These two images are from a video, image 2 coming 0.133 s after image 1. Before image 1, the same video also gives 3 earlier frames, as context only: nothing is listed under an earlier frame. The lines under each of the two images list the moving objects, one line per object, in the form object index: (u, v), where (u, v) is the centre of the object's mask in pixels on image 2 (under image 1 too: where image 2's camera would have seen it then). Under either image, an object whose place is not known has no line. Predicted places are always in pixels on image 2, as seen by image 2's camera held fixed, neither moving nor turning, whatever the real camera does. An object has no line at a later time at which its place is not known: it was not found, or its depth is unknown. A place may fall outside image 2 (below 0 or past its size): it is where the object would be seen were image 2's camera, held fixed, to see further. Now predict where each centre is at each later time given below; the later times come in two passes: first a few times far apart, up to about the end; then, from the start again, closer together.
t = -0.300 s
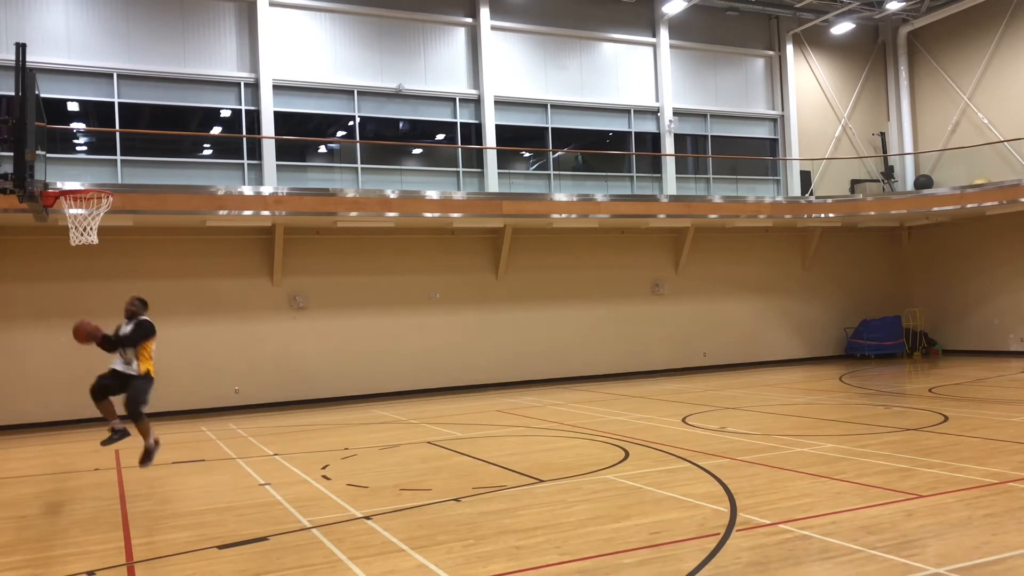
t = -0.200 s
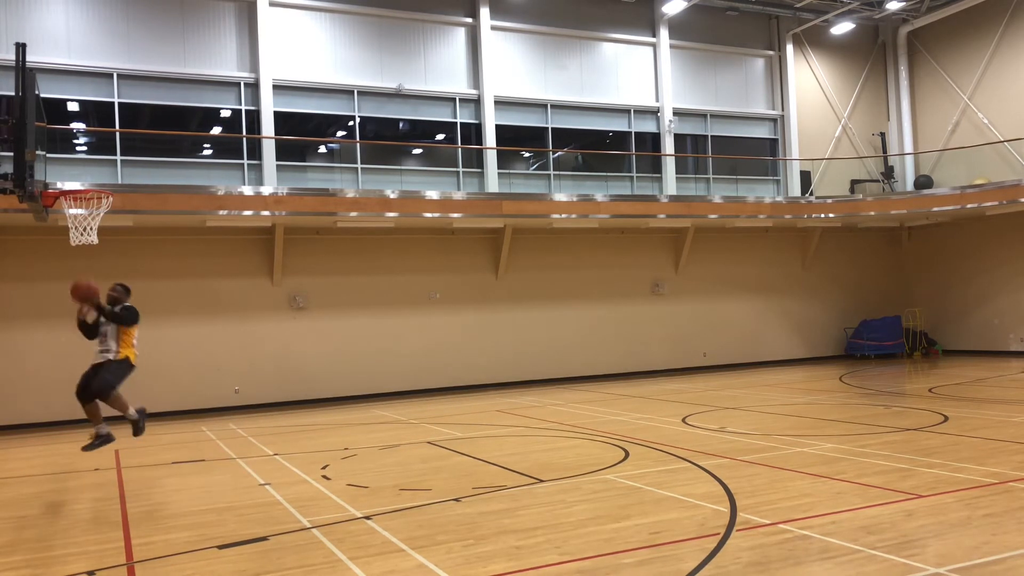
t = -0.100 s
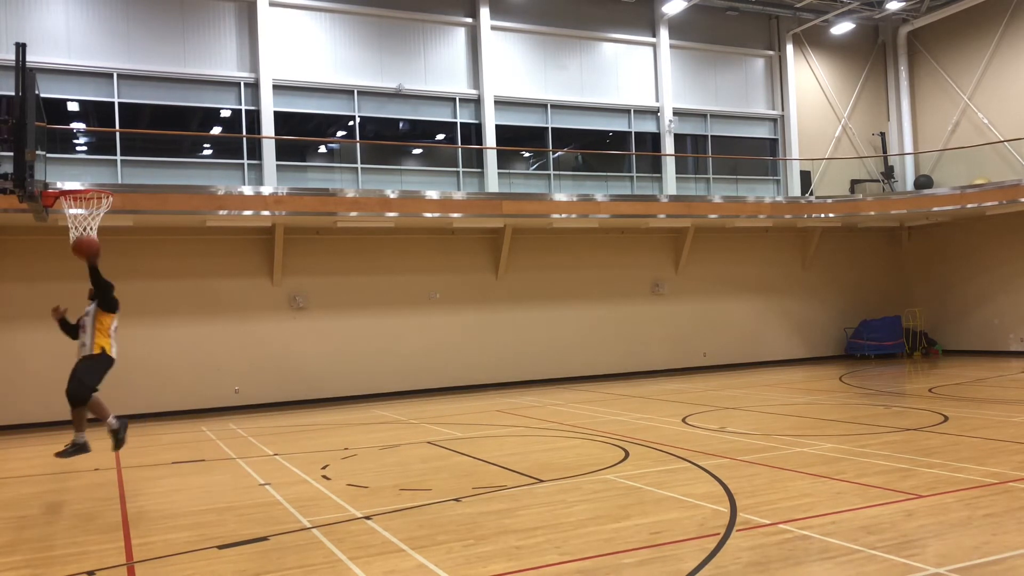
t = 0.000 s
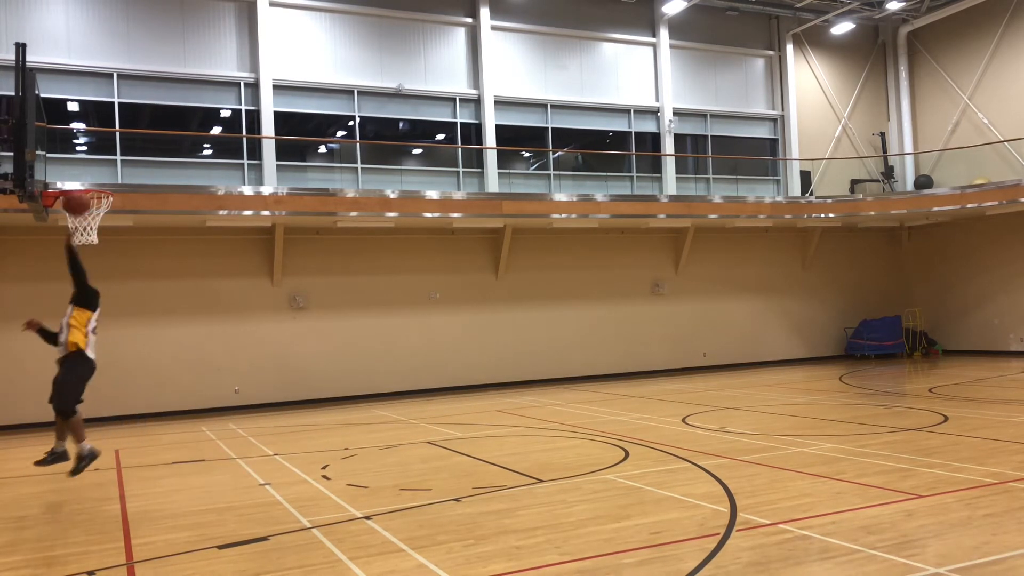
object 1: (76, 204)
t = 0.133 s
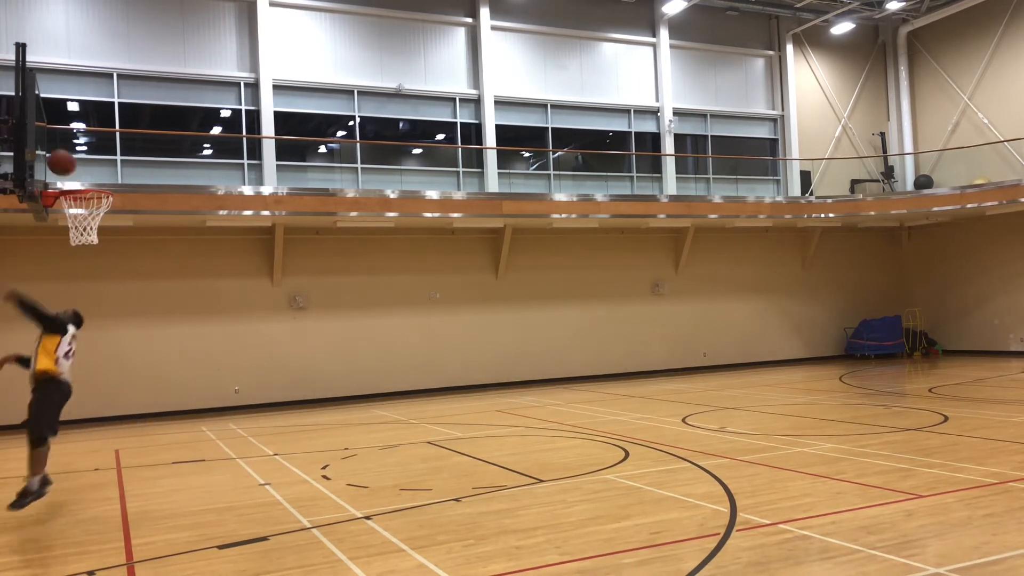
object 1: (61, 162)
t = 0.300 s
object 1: (60, 147)
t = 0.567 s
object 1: (90, 199)
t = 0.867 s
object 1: (105, 269)
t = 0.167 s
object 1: (58, 155)
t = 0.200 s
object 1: (55, 149)
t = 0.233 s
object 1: (54, 146)
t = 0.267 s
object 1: (57, 145)
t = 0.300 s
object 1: (60, 147)
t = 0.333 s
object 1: (63, 149)
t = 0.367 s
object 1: (66, 154)
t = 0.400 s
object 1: (70, 158)
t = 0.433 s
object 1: (73, 164)
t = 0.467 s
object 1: (77, 170)
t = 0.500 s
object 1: (80, 178)
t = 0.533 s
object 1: (83, 183)
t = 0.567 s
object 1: (90, 199)
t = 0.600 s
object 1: (88, 209)
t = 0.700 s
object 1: (95, 235)
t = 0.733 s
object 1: (99, 237)
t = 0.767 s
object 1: (100, 243)
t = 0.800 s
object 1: (102, 250)
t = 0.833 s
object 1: (103, 259)
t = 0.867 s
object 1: (105, 269)
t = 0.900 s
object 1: (106, 281)
